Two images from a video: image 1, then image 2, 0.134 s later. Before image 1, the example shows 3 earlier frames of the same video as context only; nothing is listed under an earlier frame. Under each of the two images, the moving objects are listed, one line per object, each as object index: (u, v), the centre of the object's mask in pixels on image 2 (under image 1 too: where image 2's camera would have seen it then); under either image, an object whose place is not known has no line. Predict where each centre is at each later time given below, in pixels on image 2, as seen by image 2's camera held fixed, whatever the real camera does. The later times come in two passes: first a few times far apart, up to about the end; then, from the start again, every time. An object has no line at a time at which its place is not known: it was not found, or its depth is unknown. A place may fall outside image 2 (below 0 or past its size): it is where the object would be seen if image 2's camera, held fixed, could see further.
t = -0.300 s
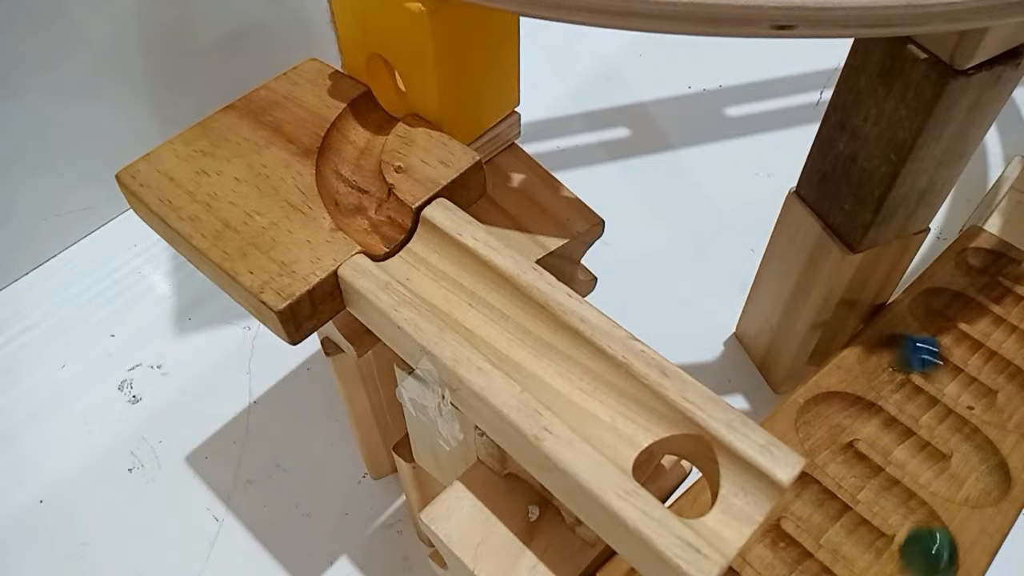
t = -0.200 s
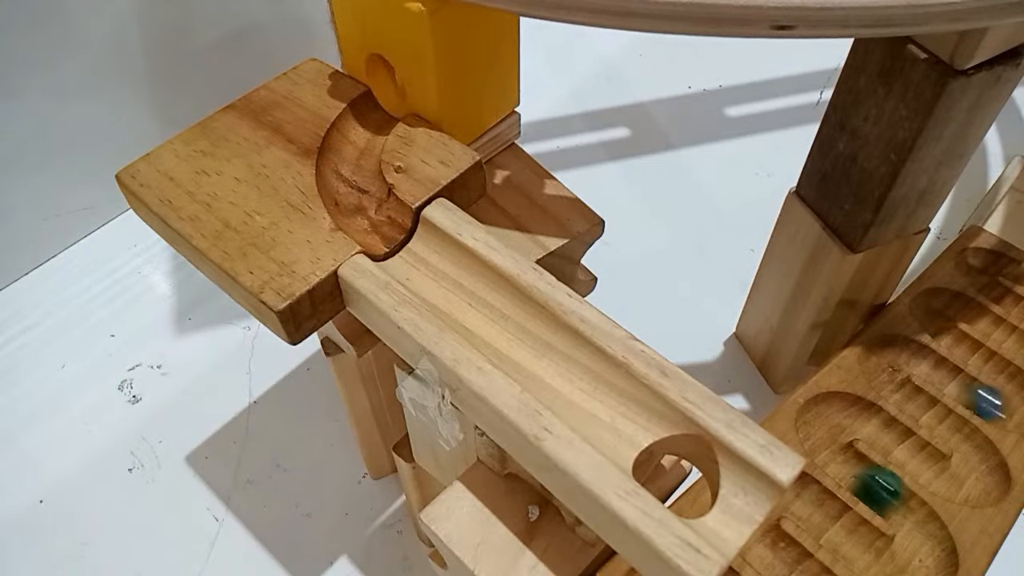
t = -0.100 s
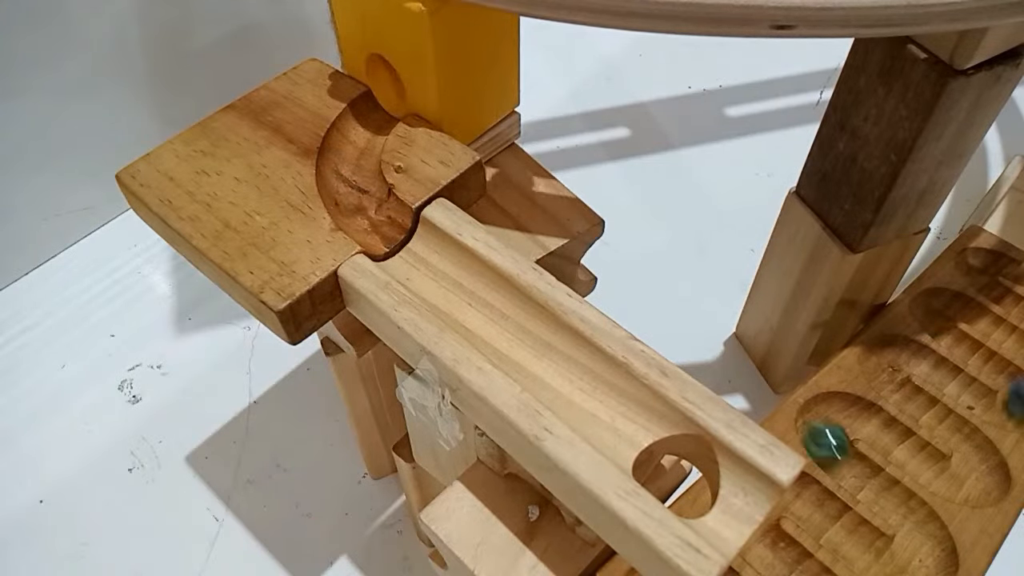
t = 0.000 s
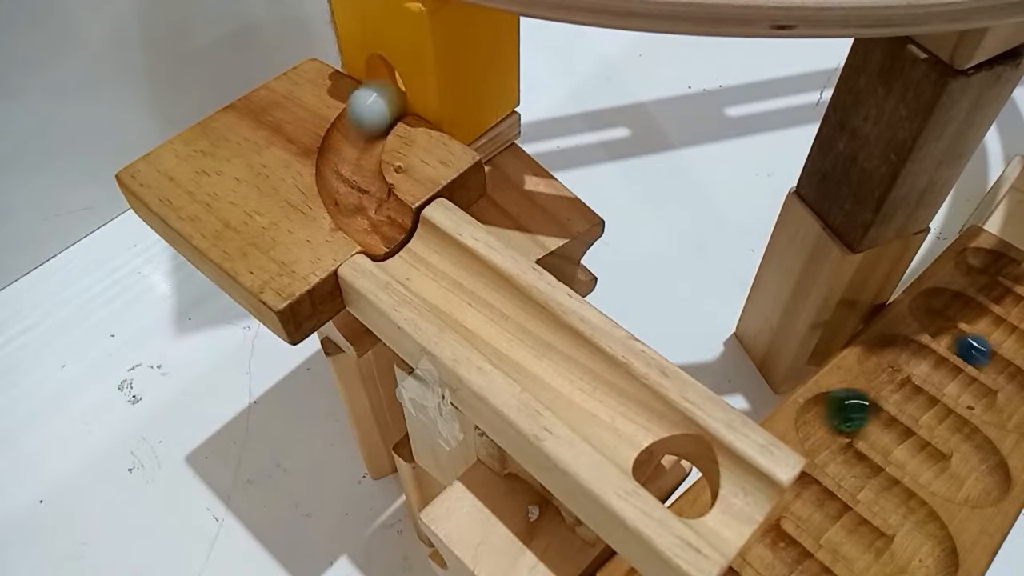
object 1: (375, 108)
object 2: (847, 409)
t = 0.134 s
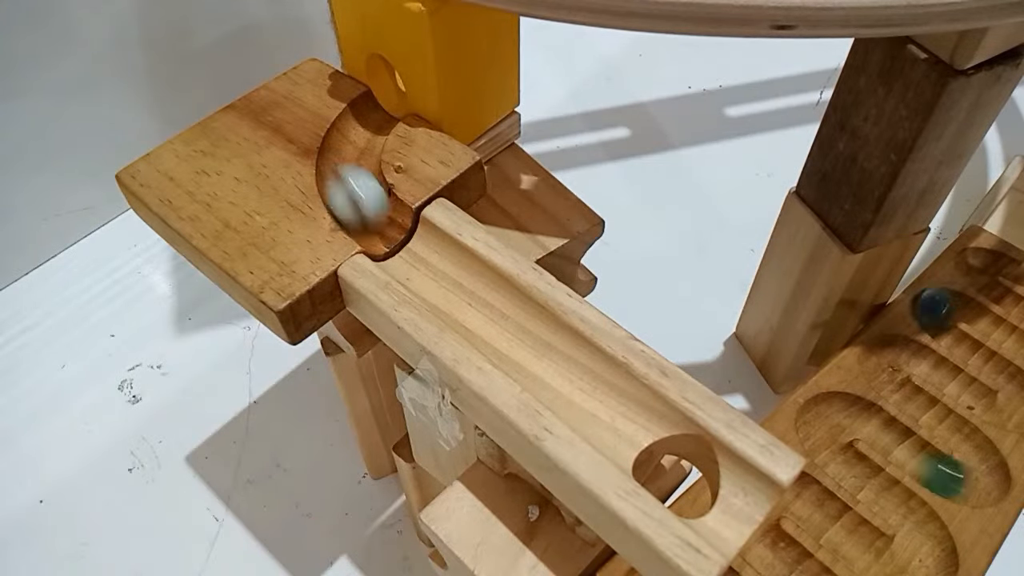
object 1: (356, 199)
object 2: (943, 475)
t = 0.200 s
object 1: (399, 238)
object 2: (983, 476)
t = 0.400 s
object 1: (564, 371)
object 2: (883, 372)
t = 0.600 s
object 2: (976, 395)
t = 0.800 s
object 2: (979, 353)
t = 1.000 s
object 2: (956, 304)
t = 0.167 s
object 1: (376, 221)
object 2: (970, 484)
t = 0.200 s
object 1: (399, 238)
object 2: (983, 476)
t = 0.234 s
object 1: (423, 261)
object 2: (980, 455)
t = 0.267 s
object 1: (452, 283)
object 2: (961, 431)
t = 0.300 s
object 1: (479, 300)
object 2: (936, 415)
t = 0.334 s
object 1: (503, 321)
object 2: (916, 400)
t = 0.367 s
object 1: (531, 345)
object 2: (899, 386)
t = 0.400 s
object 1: (564, 371)
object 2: (883, 372)
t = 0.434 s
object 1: (594, 395)
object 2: (883, 363)
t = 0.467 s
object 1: (628, 420)
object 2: (890, 353)
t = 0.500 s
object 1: (663, 451)
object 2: (907, 351)
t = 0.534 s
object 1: (682, 480)
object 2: (932, 360)
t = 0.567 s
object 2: (952, 377)
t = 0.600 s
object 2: (976, 395)
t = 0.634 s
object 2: (1002, 410)
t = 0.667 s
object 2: (1011, 413)
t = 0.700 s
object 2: (1016, 402)
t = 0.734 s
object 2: (1012, 385)
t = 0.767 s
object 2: (1001, 366)
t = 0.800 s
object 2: (979, 353)
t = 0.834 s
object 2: (962, 340)
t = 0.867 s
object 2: (943, 328)
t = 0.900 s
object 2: (932, 315)
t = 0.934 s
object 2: (932, 310)
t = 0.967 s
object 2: (937, 308)
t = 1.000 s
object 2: (956, 304)
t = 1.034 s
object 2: (980, 313)
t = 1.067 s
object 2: (1003, 329)
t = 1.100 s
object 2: (1013, 339)
